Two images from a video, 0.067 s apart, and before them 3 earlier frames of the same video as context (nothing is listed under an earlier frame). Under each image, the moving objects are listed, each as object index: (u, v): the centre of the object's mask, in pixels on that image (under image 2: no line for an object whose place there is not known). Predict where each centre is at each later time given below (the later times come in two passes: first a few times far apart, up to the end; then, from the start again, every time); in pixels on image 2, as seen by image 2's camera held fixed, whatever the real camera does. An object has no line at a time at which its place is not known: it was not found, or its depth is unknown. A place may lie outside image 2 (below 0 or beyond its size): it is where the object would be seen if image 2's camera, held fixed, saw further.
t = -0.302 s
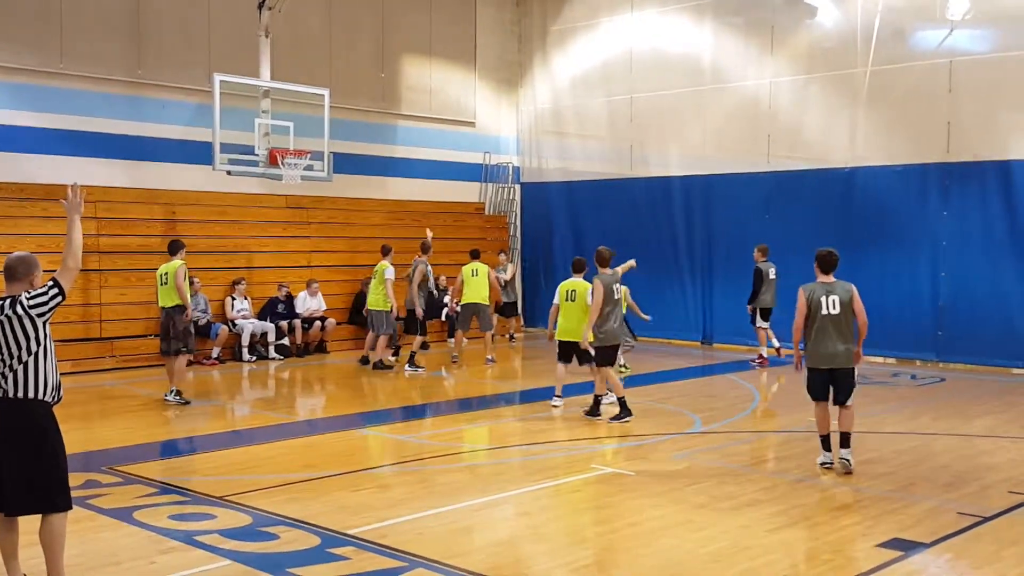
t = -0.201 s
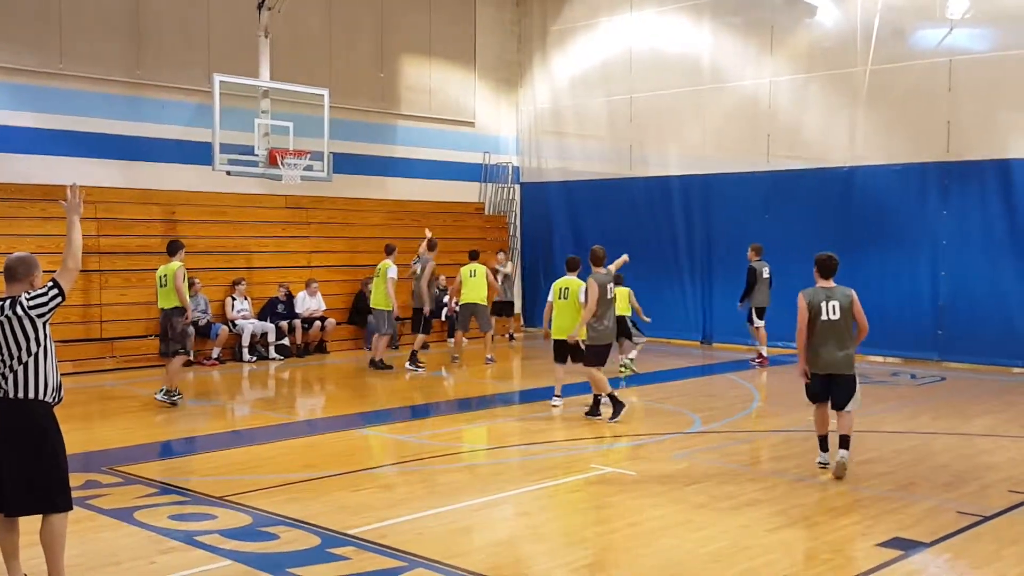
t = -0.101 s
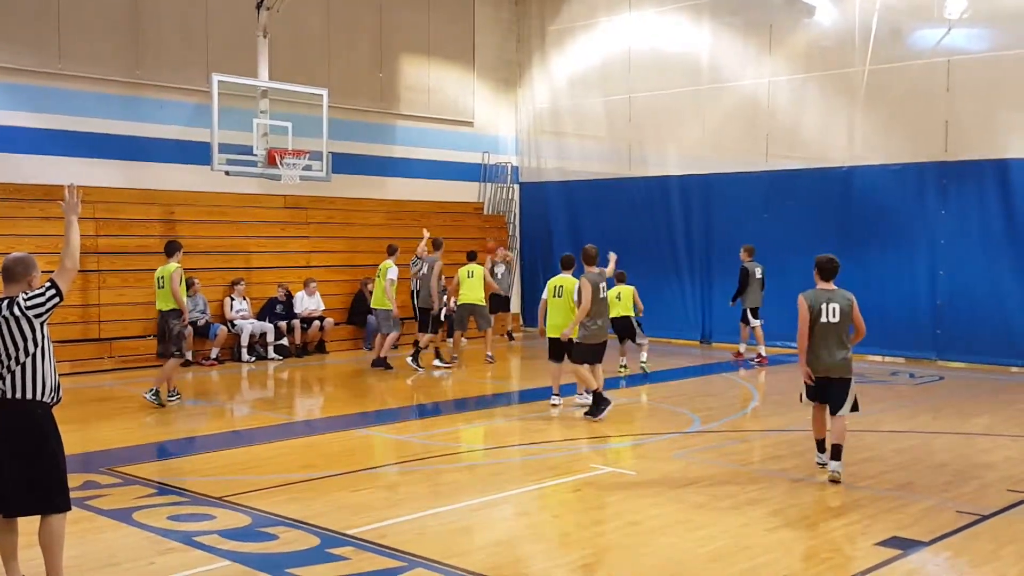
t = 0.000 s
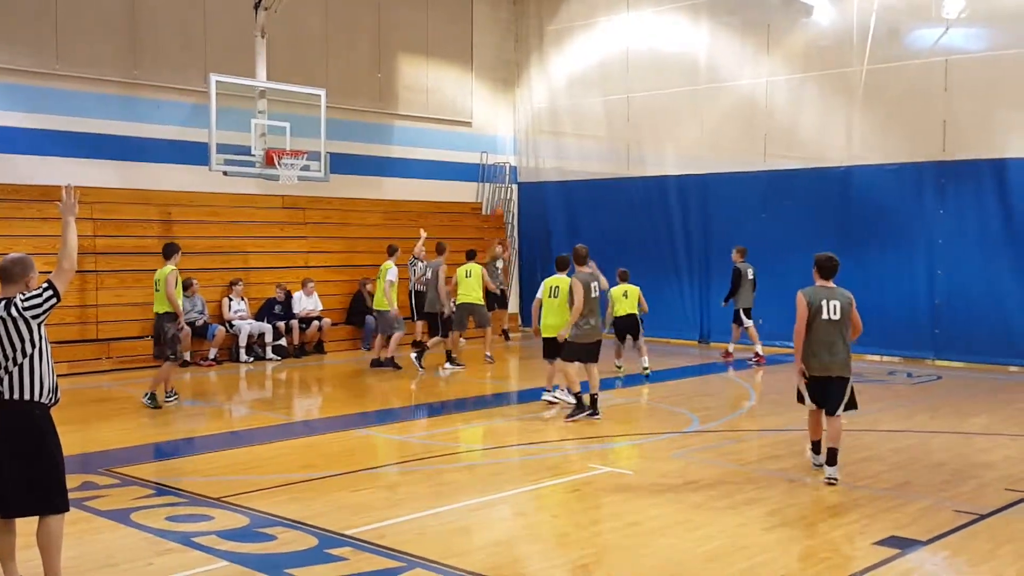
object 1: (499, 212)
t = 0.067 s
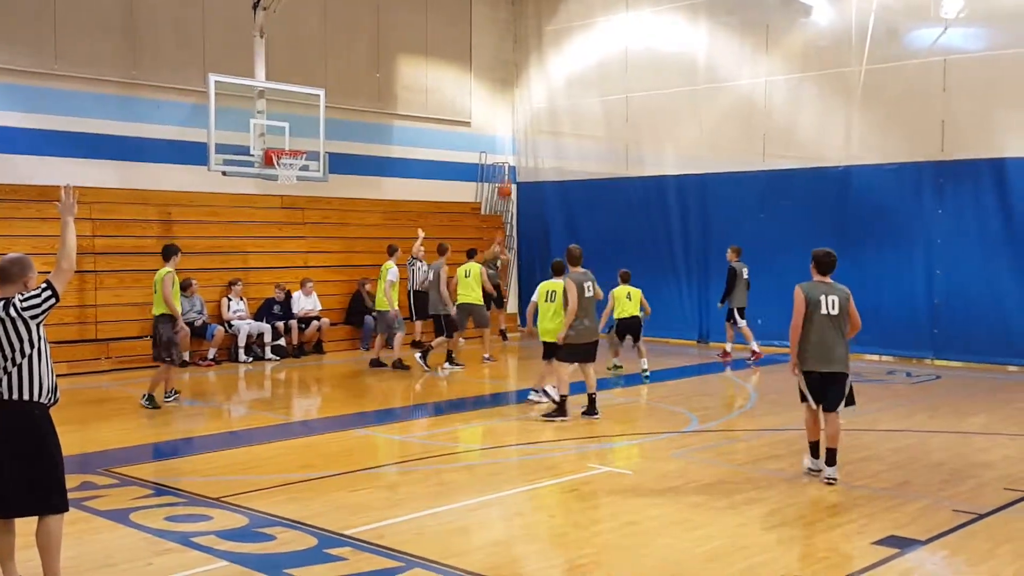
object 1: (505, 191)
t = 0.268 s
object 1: (529, 137)
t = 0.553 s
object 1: (572, 93)
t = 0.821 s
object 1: (624, 104)
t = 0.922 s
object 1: (647, 125)
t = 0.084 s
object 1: (506, 186)
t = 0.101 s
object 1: (508, 181)
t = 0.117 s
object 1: (511, 176)
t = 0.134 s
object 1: (513, 172)
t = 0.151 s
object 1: (515, 167)
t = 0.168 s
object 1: (517, 162)
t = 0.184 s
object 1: (519, 158)
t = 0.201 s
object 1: (521, 153)
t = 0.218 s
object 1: (523, 150)
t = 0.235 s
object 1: (525, 145)
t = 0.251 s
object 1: (527, 141)
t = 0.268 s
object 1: (529, 137)
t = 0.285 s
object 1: (531, 133)
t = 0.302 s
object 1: (534, 129)
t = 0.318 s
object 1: (536, 126)
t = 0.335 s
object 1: (538, 123)
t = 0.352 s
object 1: (540, 120)
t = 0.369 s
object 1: (543, 117)
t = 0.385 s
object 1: (545, 113)
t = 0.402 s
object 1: (548, 111)
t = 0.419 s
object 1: (550, 108)
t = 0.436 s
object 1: (553, 106)
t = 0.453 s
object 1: (556, 104)
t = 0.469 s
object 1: (558, 101)
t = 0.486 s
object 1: (561, 99)
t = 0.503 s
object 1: (564, 98)
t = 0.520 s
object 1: (566, 96)
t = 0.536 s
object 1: (569, 95)
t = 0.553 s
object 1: (572, 93)
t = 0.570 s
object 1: (575, 92)
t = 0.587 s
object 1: (578, 91)
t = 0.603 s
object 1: (581, 91)
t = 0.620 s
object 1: (584, 90)
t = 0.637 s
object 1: (587, 90)
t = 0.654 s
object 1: (590, 90)
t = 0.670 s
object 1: (593, 90)
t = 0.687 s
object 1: (596, 90)
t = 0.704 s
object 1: (599, 91)
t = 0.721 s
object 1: (603, 92)
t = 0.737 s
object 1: (606, 93)
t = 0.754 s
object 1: (609, 95)
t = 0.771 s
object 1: (613, 97)
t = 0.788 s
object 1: (616, 99)
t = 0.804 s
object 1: (620, 101)
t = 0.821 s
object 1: (624, 104)
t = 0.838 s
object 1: (628, 107)
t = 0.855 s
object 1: (631, 110)
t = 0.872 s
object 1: (635, 113)
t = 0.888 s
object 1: (639, 117)
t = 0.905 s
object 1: (643, 121)
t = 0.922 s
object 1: (647, 125)
